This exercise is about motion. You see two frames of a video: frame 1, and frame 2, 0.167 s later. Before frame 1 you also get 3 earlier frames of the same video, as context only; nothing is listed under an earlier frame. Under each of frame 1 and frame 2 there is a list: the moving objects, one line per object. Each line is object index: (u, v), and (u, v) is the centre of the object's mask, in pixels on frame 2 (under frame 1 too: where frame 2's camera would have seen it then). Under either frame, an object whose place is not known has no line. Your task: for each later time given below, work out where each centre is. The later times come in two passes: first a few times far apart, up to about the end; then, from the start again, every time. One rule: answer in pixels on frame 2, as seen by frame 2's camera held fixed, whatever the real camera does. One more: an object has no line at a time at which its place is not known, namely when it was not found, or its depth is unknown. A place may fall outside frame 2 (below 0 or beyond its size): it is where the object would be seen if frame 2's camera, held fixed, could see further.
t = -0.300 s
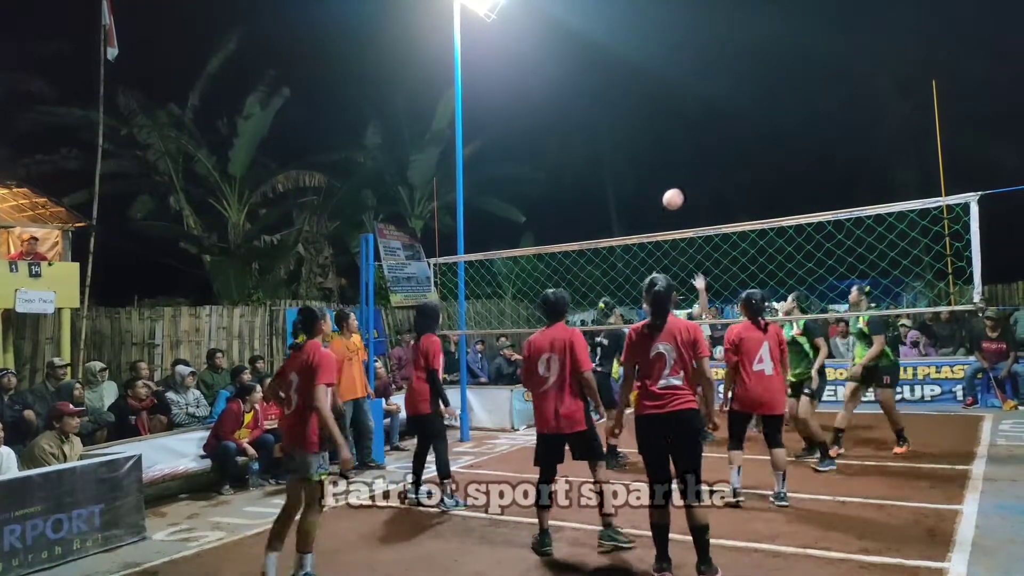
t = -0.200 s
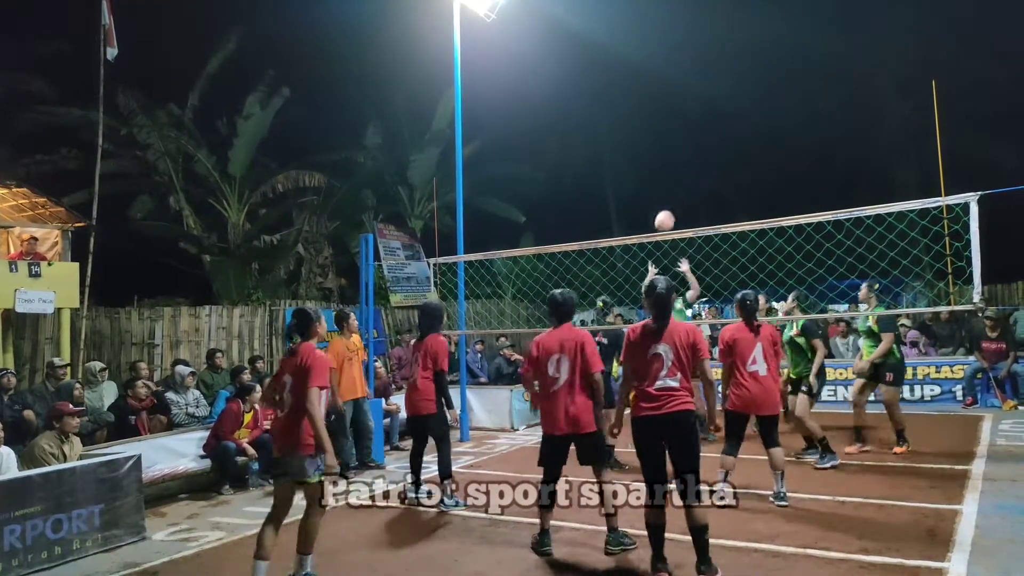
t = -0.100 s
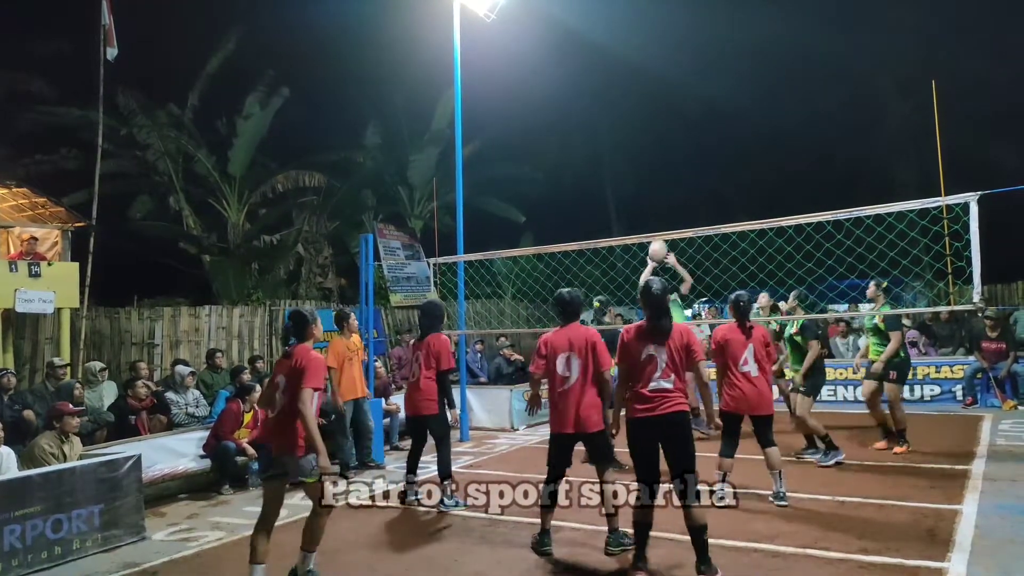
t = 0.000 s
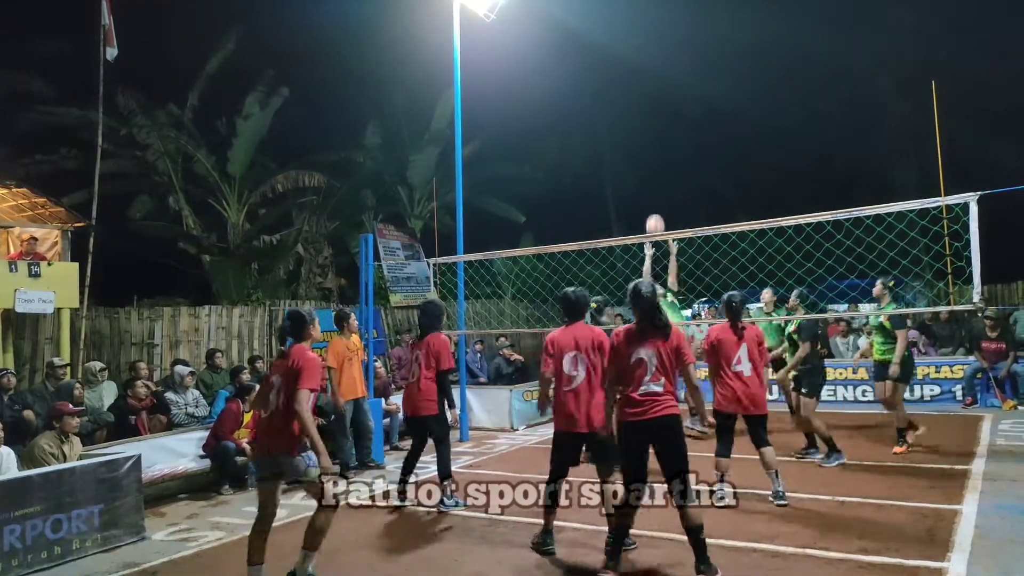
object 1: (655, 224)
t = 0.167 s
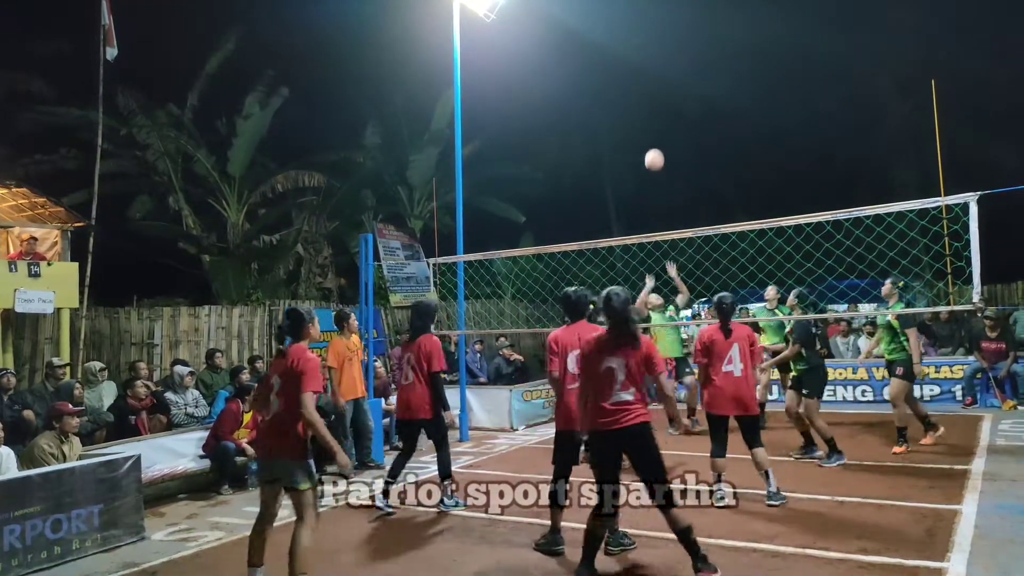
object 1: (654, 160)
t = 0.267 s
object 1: (654, 131)
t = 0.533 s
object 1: (656, 96)
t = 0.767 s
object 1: (662, 112)
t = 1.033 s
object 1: (672, 186)
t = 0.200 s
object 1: (654, 149)
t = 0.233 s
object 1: (654, 140)
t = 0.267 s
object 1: (654, 131)
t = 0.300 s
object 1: (654, 124)
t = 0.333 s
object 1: (655, 117)
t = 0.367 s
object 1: (655, 111)
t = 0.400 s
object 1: (655, 106)
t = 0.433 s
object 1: (655, 102)
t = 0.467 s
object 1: (656, 99)
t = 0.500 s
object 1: (656, 97)
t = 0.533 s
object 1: (656, 96)
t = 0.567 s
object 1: (657, 95)
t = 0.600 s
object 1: (658, 96)
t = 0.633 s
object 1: (658, 97)
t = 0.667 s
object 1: (659, 99)
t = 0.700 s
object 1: (660, 103)
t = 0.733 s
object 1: (661, 107)
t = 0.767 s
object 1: (662, 112)
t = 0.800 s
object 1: (663, 118)
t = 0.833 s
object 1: (664, 125)
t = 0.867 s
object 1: (665, 133)
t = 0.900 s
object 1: (667, 142)
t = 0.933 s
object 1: (668, 151)
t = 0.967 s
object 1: (669, 162)
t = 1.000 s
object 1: (671, 174)
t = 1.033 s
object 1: (672, 186)
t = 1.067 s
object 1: (674, 200)
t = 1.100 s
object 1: (676, 214)
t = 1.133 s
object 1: (677, 224)
